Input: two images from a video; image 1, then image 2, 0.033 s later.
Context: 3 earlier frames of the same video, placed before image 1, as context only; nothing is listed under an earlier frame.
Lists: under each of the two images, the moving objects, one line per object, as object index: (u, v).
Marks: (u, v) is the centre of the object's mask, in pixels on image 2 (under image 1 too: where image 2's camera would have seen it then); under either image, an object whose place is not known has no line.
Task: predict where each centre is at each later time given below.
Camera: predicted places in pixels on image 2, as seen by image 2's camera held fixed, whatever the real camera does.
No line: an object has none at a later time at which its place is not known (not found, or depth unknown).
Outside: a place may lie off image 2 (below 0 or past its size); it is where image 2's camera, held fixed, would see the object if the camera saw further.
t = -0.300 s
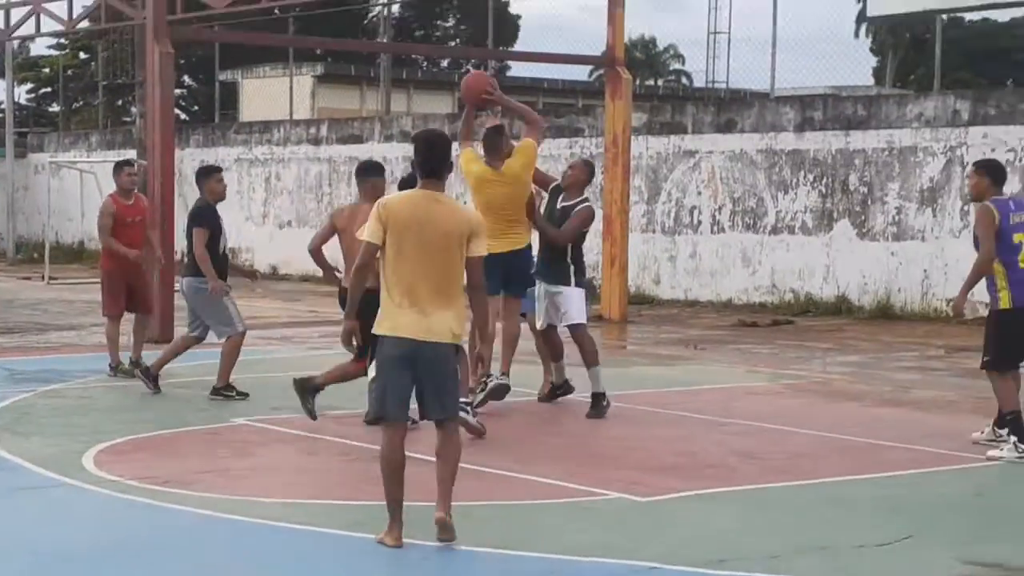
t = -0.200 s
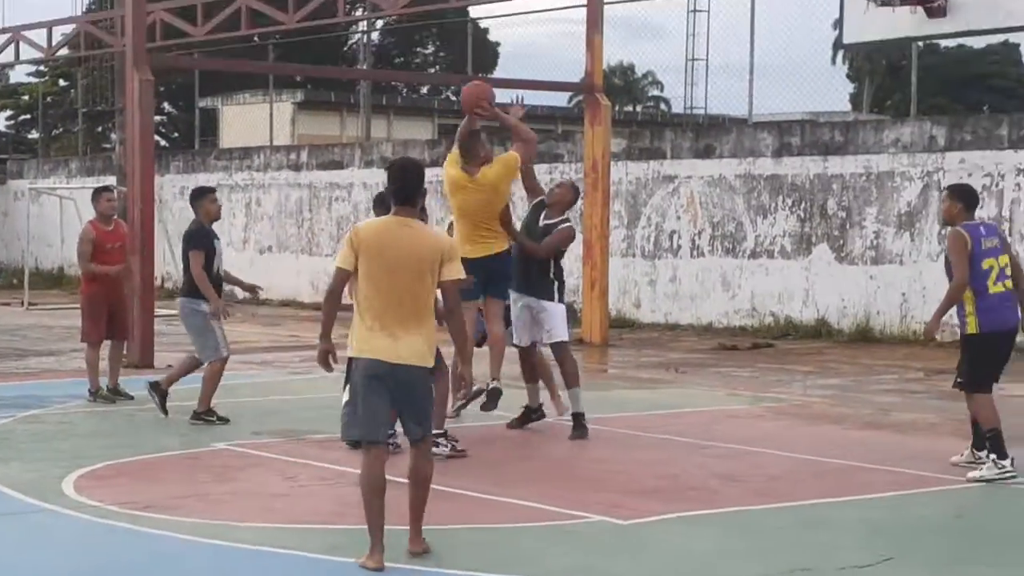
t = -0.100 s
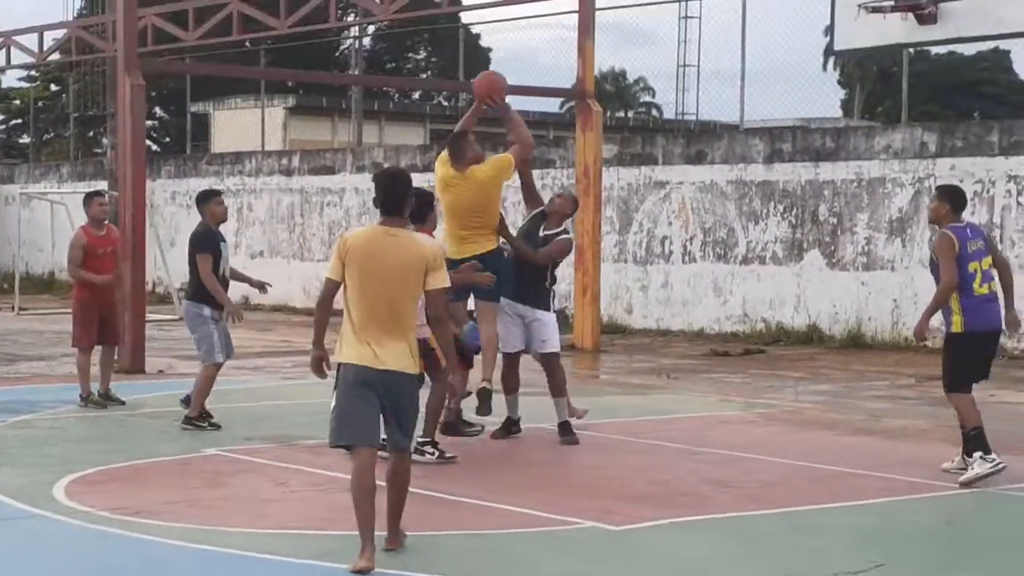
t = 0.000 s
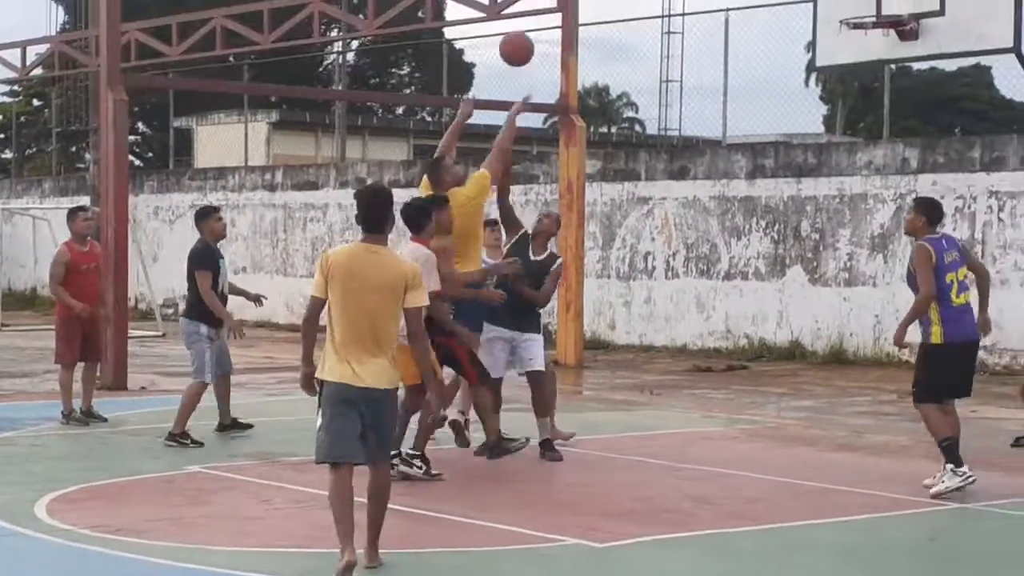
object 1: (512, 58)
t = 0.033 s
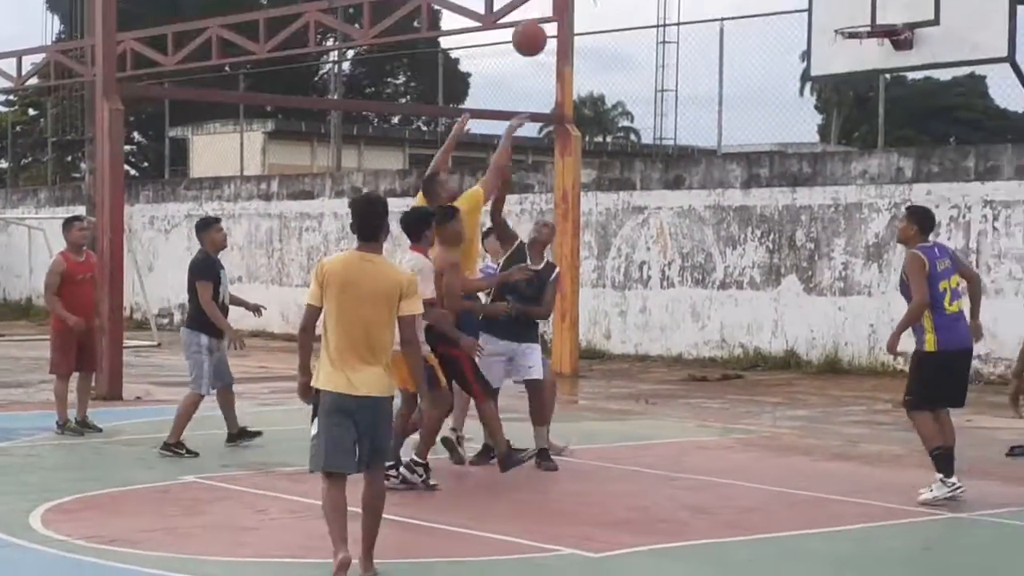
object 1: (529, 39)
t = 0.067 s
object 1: (546, 21)
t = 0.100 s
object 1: (563, 5)
